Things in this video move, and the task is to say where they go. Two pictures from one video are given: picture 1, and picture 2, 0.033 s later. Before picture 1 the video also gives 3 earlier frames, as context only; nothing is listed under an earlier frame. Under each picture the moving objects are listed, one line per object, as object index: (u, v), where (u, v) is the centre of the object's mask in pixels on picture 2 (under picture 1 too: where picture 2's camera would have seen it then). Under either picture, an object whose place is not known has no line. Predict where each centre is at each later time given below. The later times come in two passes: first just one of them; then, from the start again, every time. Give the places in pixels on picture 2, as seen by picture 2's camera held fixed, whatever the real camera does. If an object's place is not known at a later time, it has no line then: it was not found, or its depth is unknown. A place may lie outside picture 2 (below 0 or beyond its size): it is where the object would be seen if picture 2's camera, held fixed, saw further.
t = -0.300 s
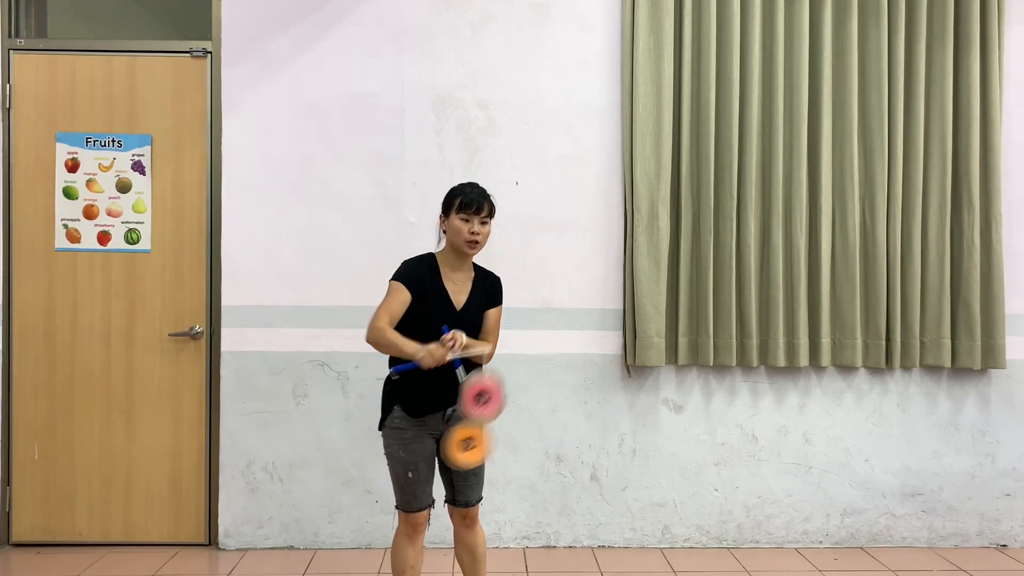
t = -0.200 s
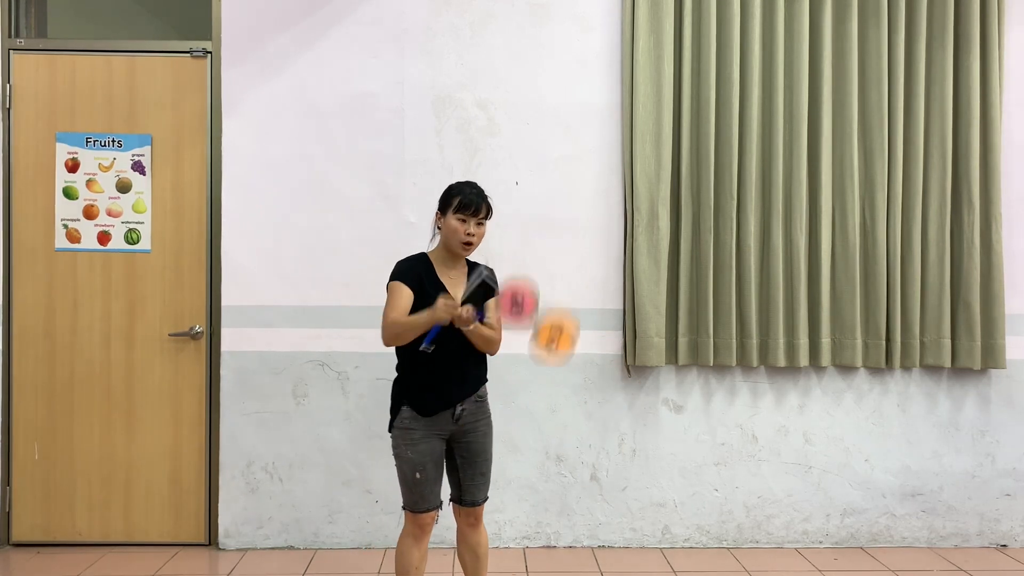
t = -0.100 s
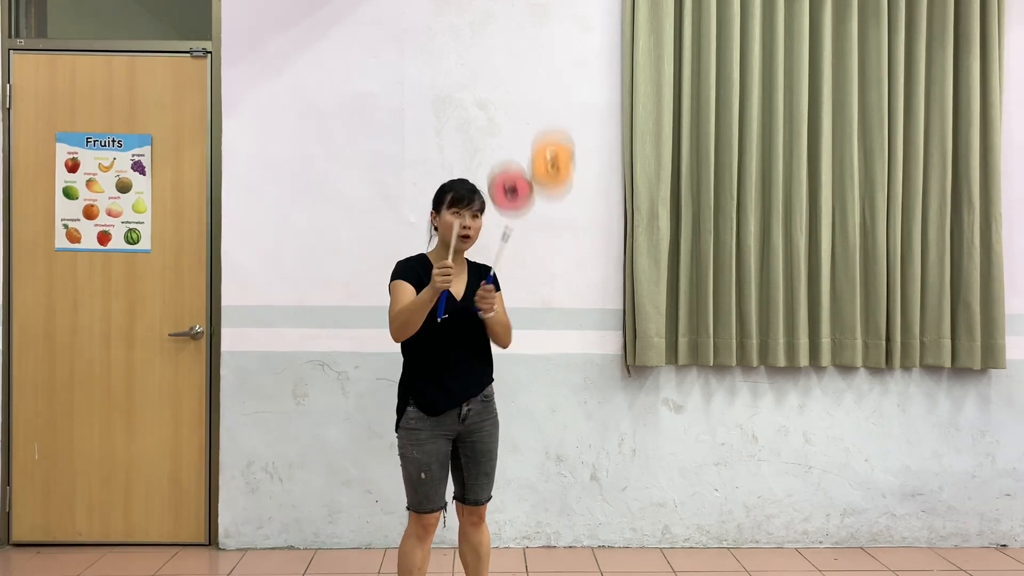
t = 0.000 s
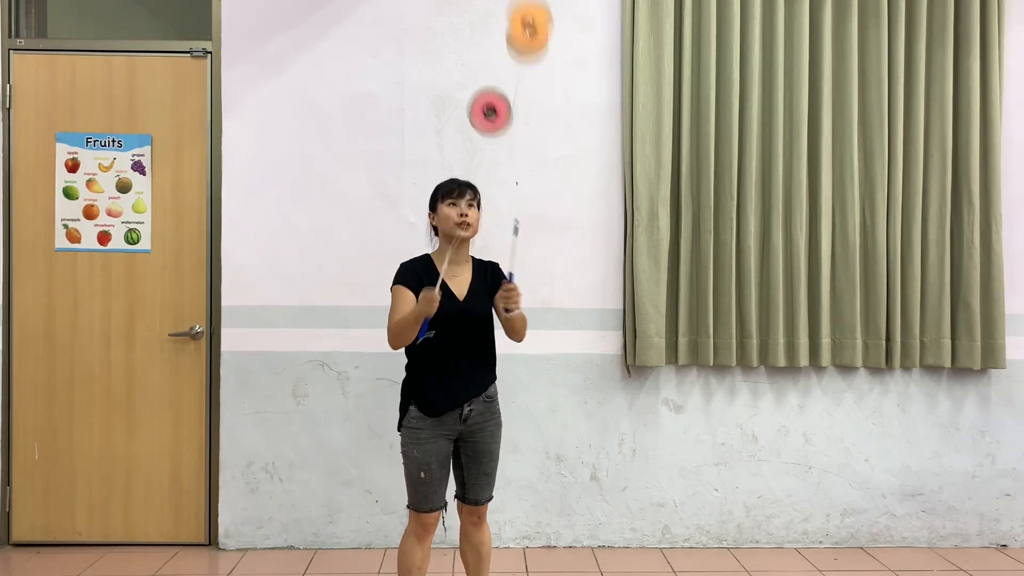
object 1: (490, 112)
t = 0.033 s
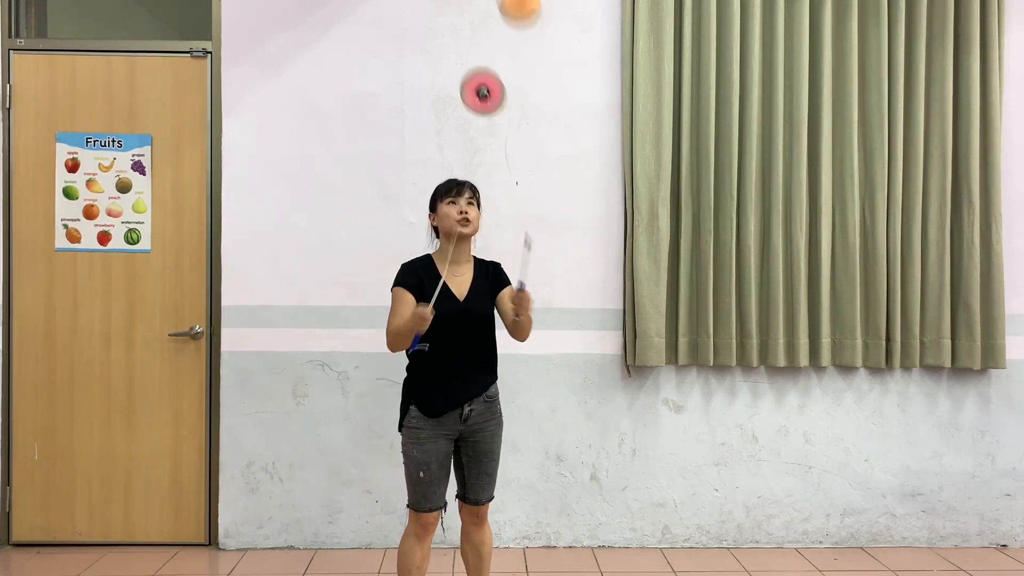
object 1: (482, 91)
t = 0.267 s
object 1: (438, 71)
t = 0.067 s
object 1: (478, 78)
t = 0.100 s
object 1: (469, 68)
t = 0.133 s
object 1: (464, 60)
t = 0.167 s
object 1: (457, 59)
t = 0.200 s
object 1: (450, 59)
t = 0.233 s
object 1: (445, 62)
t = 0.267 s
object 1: (438, 71)
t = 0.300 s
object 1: (432, 81)
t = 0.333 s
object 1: (426, 97)
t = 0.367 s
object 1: (420, 114)
